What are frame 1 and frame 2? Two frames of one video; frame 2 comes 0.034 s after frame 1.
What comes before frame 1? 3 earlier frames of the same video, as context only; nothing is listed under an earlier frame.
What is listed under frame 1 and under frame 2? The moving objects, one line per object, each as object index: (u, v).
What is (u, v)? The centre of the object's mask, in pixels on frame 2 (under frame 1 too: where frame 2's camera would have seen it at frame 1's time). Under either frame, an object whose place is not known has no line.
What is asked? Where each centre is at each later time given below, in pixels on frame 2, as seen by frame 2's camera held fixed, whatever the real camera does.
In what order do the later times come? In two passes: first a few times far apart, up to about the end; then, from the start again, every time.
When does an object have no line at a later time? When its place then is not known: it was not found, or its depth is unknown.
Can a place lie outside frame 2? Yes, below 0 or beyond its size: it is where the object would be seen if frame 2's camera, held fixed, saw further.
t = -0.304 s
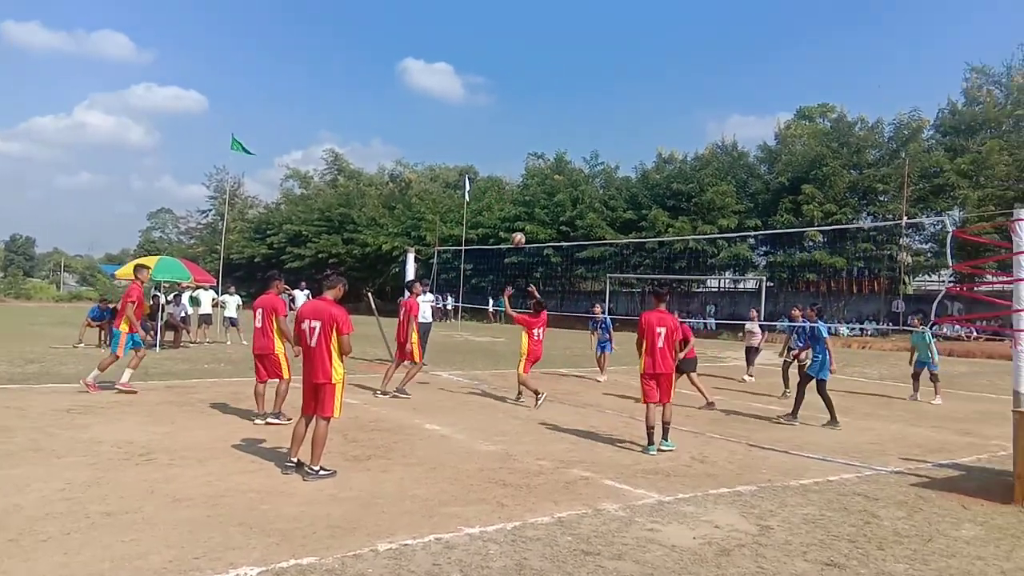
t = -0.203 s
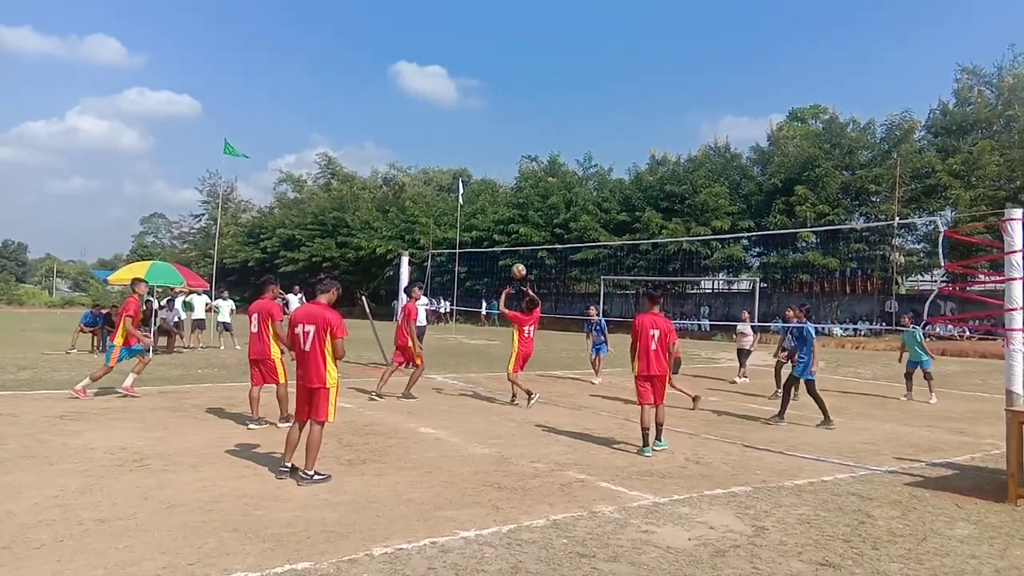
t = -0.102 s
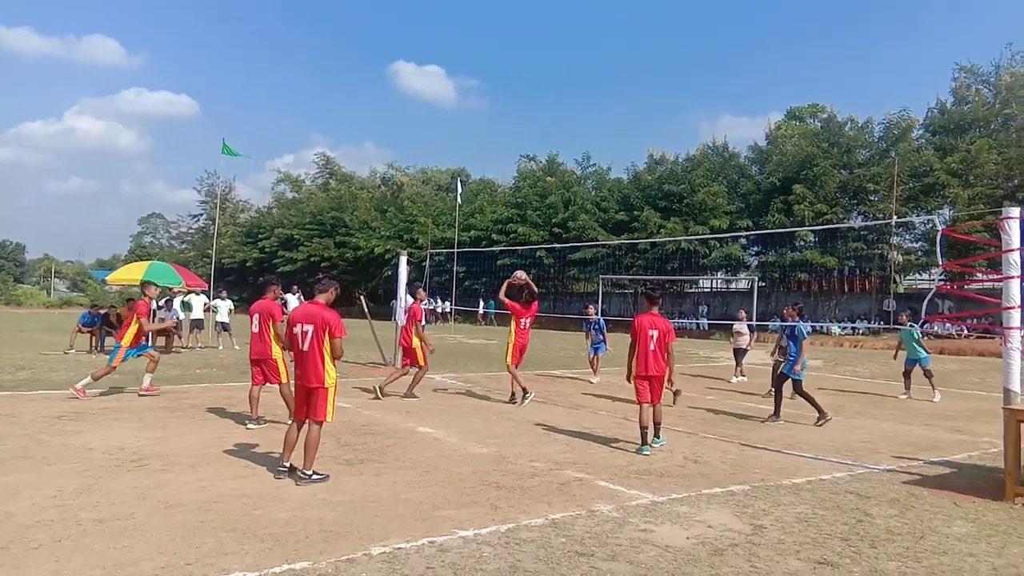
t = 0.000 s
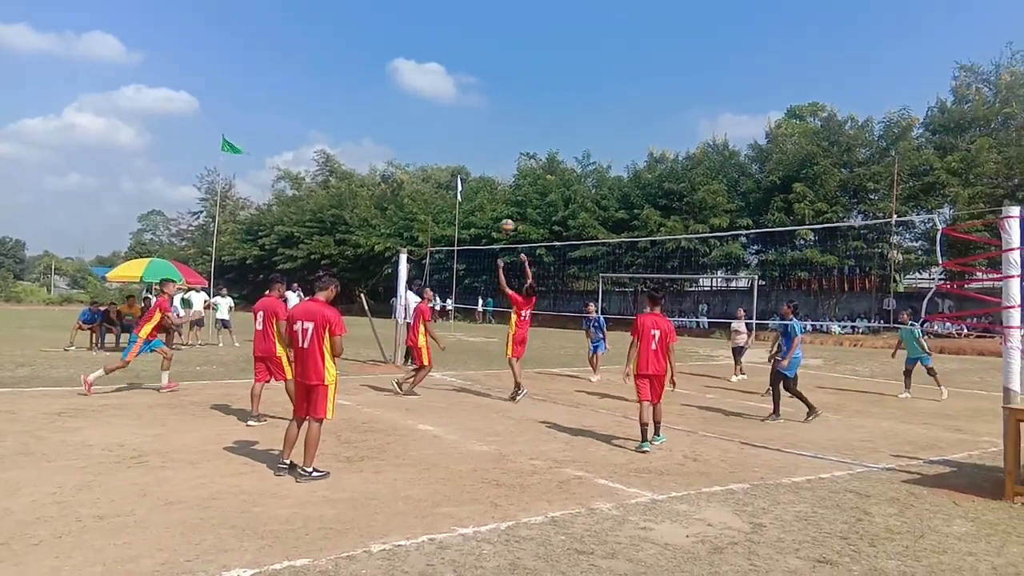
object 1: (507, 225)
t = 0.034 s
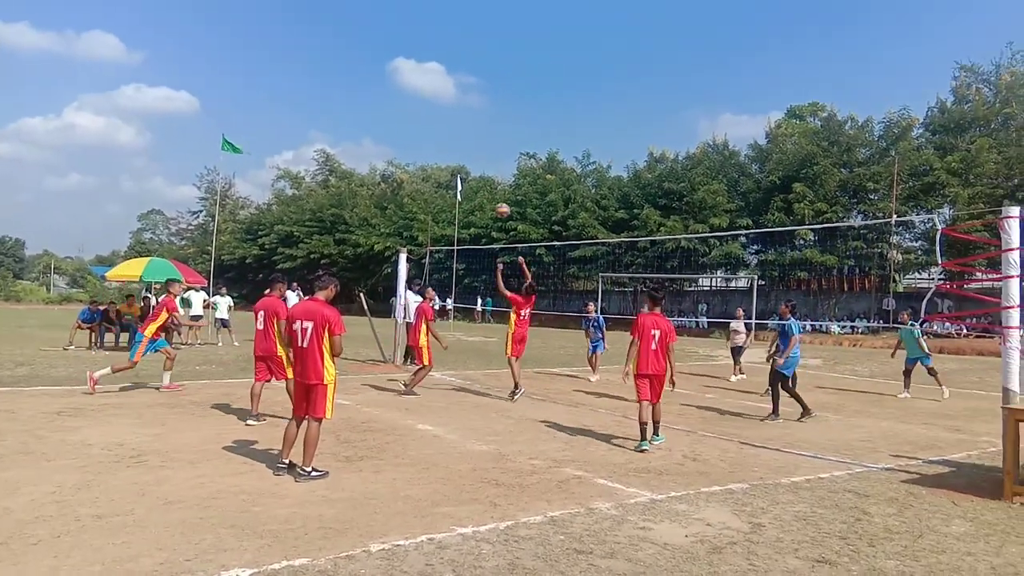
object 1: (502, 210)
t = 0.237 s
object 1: (474, 134)
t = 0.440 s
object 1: (445, 86)
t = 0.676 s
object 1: (410, 68)
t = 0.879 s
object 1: (379, 83)
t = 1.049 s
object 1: (354, 118)
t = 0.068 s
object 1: (497, 196)
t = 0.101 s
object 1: (493, 183)
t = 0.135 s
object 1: (488, 169)
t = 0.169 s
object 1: (483, 157)
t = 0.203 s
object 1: (479, 145)
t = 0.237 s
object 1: (474, 134)
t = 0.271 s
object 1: (469, 124)
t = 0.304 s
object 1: (464, 114)
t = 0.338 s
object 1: (459, 106)
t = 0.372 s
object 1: (454, 98)
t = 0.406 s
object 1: (449, 92)
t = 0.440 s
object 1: (445, 86)
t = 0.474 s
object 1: (440, 82)
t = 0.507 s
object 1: (435, 78)
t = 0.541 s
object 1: (430, 75)
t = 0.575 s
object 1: (425, 71)
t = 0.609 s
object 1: (420, 69)
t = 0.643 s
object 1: (415, 68)
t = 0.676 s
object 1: (410, 68)
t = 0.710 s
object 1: (406, 68)
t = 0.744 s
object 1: (400, 69)
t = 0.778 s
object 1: (394, 71)
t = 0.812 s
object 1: (389, 75)
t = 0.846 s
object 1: (385, 79)
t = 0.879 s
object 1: (379, 83)
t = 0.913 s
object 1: (374, 88)
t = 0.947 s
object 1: (368, 95)
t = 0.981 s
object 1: (364, 102)
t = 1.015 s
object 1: (359, 110)
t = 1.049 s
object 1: (354, 118)
